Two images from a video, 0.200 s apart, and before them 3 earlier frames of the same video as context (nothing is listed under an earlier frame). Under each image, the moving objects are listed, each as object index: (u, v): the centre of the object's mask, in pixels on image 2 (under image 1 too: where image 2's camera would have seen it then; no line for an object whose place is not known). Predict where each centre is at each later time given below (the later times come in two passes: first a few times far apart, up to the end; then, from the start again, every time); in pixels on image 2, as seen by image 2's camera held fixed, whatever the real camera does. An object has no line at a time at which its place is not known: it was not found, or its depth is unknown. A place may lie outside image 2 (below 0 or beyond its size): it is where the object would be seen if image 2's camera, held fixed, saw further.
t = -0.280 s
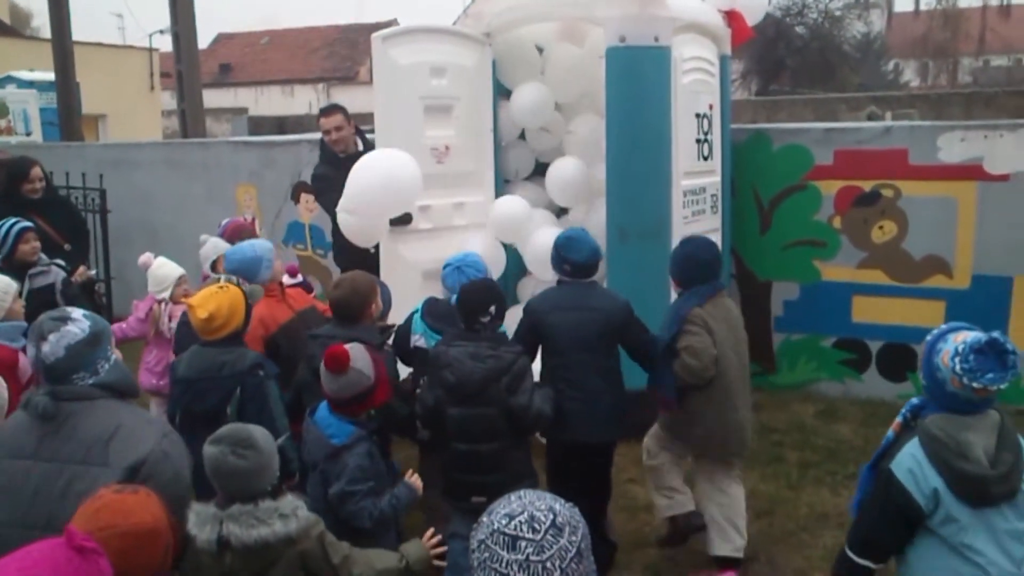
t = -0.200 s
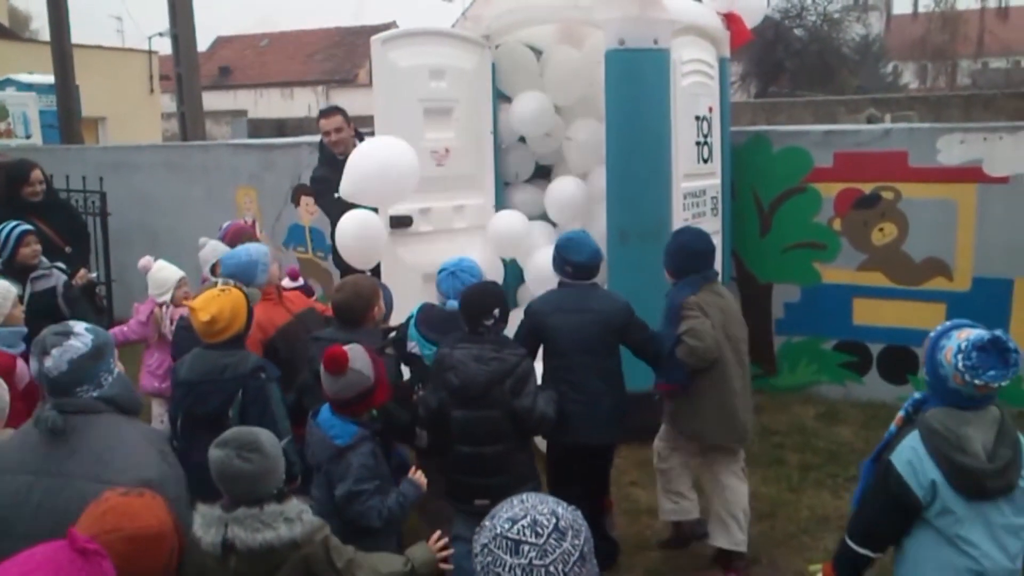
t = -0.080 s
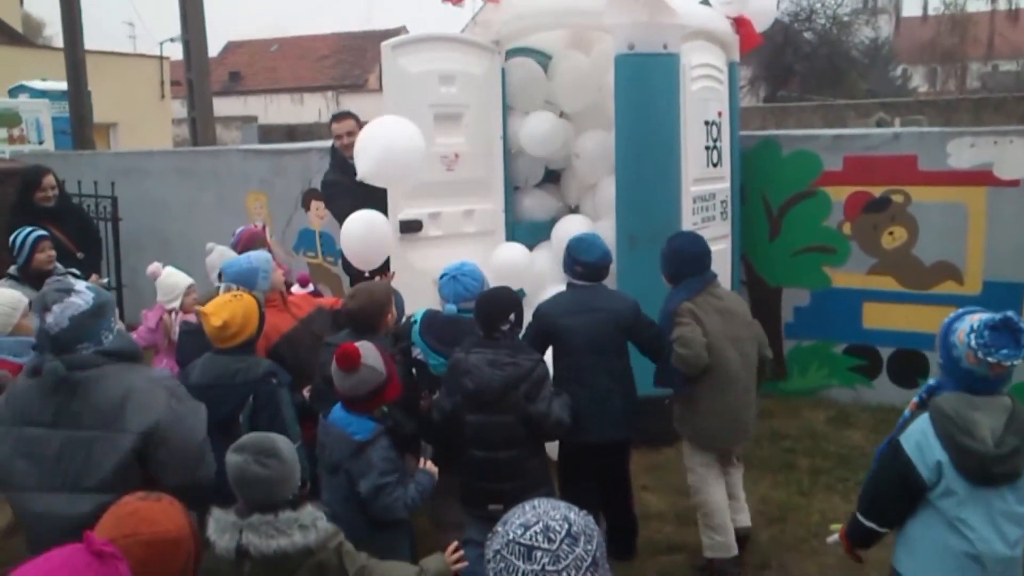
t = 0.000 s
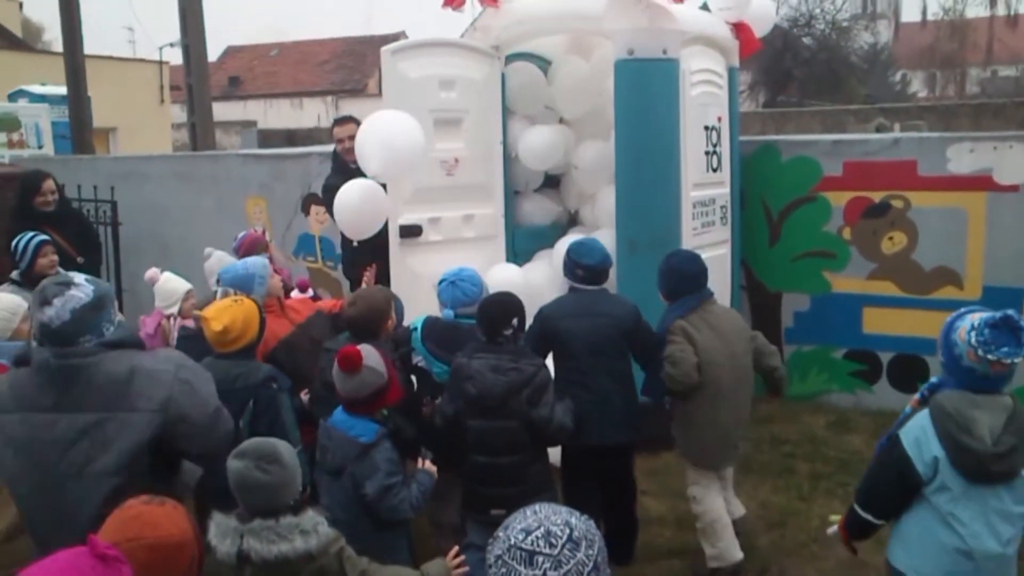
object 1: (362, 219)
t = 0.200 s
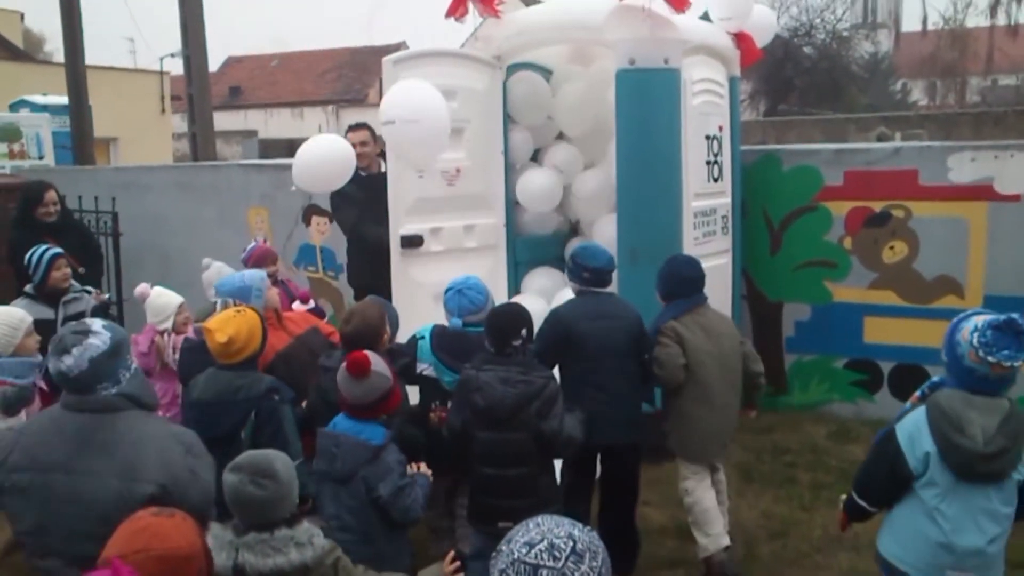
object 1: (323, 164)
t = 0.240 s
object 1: (315, 160)
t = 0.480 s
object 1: (269, 148)
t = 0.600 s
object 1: (250, 158)
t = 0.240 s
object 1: (315, 160)
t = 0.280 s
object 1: (308, 155)
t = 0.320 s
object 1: (301, 152)
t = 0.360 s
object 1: (286, 148)
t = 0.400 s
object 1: (280, 147)
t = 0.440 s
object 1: (275, 147)
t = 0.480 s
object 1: (269, 148)
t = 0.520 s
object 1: (263, 150)
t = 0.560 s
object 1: (254, 154)
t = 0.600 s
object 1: (250, 158)
